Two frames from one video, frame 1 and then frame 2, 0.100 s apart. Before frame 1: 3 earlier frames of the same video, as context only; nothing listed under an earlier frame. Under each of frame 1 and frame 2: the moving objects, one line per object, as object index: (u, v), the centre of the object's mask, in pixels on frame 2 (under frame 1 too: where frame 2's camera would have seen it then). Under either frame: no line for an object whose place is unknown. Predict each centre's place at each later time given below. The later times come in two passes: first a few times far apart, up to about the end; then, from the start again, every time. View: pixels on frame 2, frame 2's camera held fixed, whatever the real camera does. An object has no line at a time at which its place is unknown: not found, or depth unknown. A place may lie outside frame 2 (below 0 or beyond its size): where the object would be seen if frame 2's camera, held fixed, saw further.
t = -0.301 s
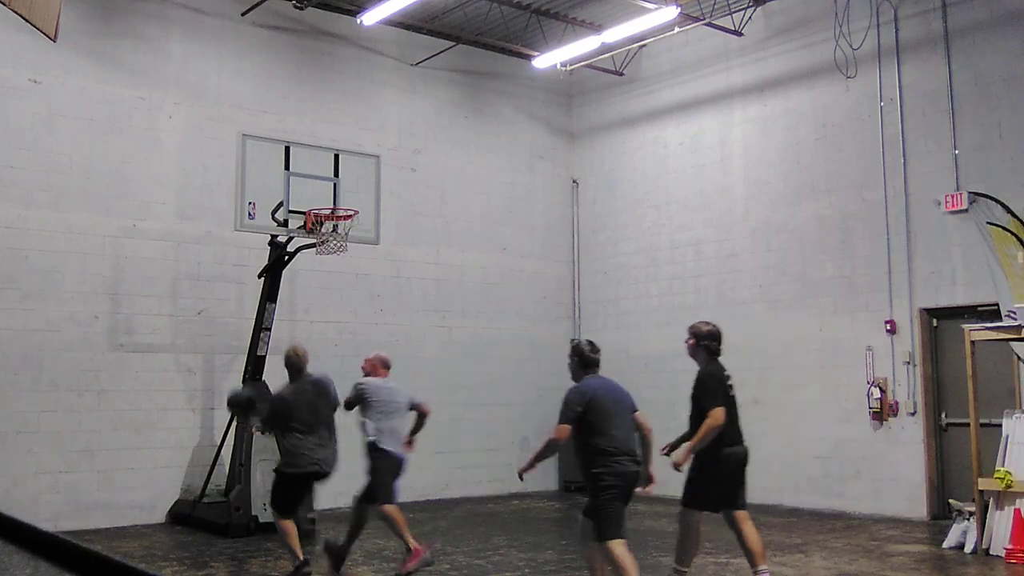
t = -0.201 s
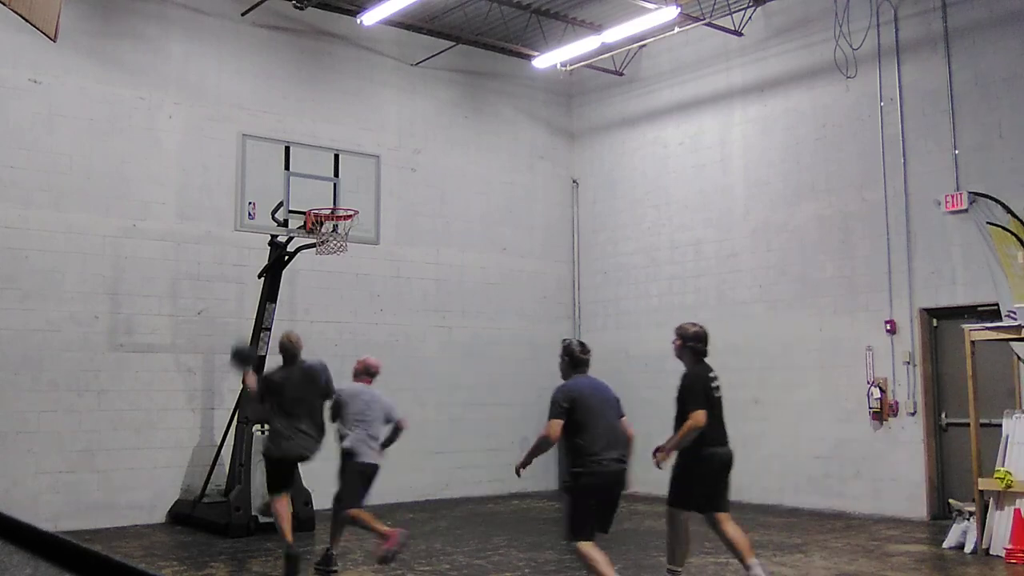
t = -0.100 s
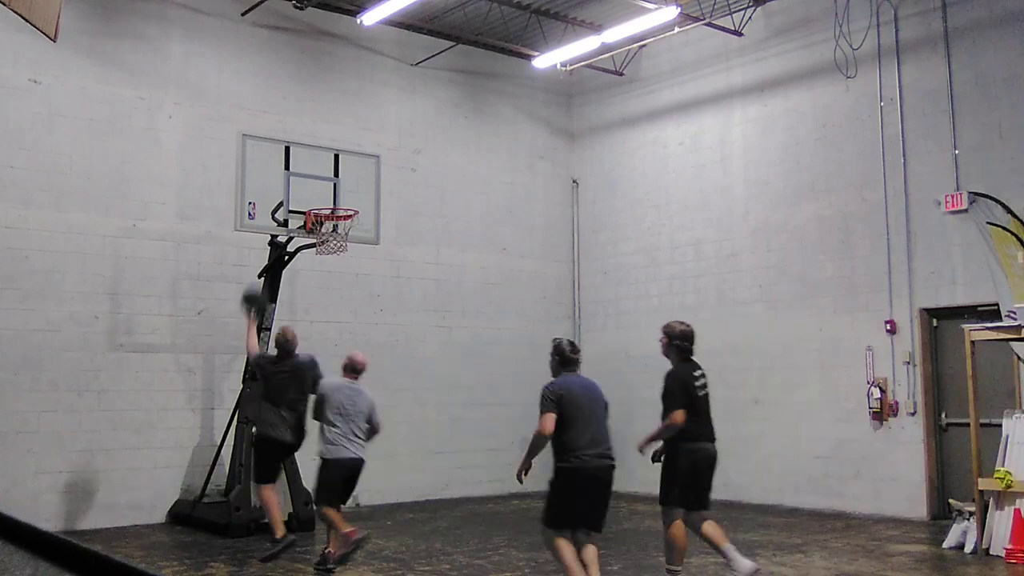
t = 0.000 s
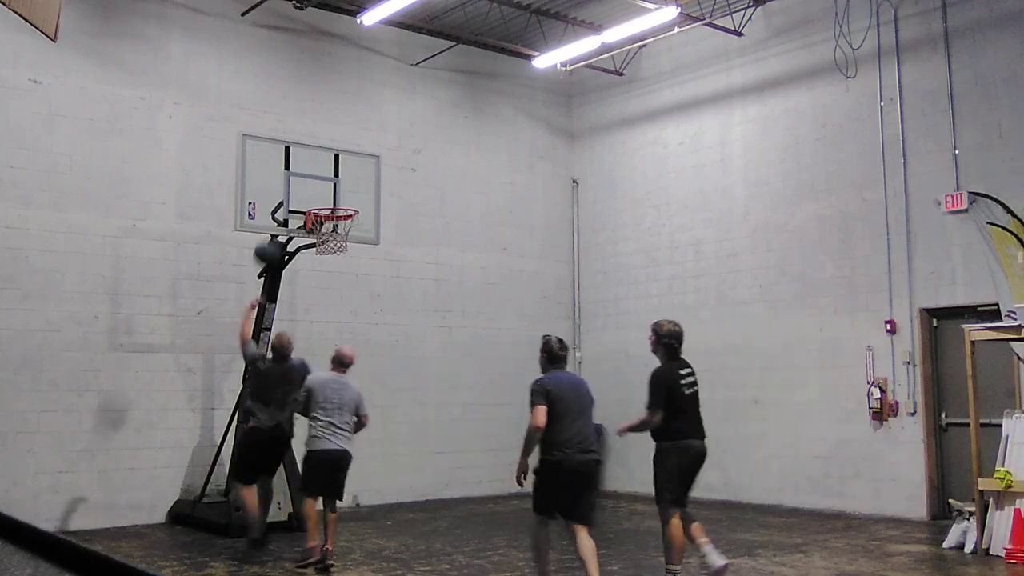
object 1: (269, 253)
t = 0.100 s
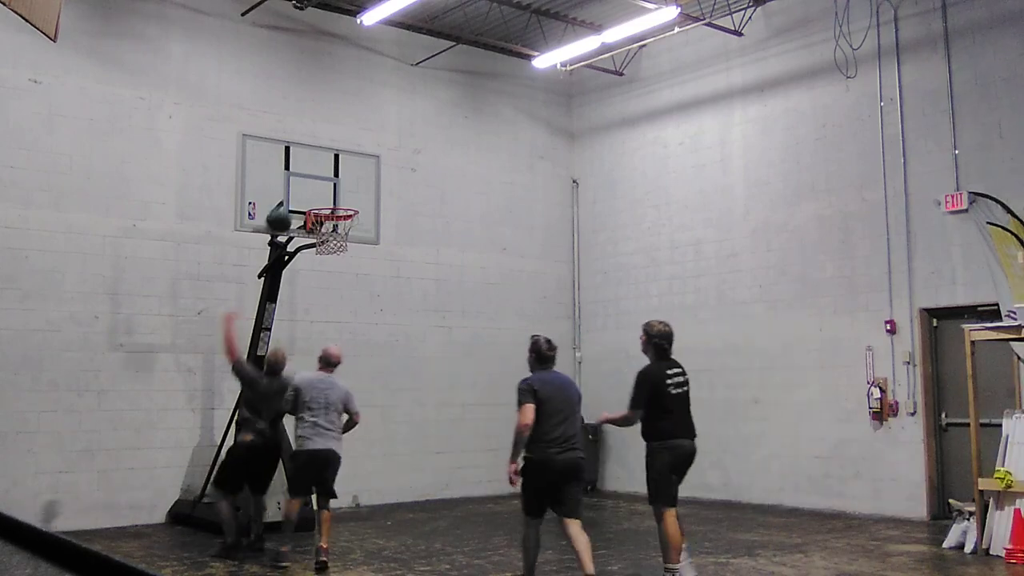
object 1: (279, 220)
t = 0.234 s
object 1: (294, 196)
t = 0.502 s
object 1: (337, 194)
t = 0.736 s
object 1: (323, 223)
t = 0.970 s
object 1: (333, 262)
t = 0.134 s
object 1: (282, 213)
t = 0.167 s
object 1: (286, 206)
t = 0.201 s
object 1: (289, 201)
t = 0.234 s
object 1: (294, 196)
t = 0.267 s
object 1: (299, 192)
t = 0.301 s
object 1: (304, 189)
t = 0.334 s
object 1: (309, 188)
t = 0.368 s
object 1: (315, 187)
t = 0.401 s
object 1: (320, 188)
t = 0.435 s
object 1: (326, 188)
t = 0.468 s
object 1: (332, 191)
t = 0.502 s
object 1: (337, 194)
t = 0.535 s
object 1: (342, 199)
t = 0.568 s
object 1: (344, 201)
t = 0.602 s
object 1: (339, 202)
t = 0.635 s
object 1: (333, 203)
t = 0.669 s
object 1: (329, 214)
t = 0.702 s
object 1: (323, 220)
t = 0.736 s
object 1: (323, 223)
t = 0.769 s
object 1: (325, 225)
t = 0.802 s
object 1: (325, 227)
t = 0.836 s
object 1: (326, 236)
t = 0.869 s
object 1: (328, 241)
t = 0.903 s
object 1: (329, 245)
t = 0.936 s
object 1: (332, 249)
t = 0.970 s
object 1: (333, 262)
